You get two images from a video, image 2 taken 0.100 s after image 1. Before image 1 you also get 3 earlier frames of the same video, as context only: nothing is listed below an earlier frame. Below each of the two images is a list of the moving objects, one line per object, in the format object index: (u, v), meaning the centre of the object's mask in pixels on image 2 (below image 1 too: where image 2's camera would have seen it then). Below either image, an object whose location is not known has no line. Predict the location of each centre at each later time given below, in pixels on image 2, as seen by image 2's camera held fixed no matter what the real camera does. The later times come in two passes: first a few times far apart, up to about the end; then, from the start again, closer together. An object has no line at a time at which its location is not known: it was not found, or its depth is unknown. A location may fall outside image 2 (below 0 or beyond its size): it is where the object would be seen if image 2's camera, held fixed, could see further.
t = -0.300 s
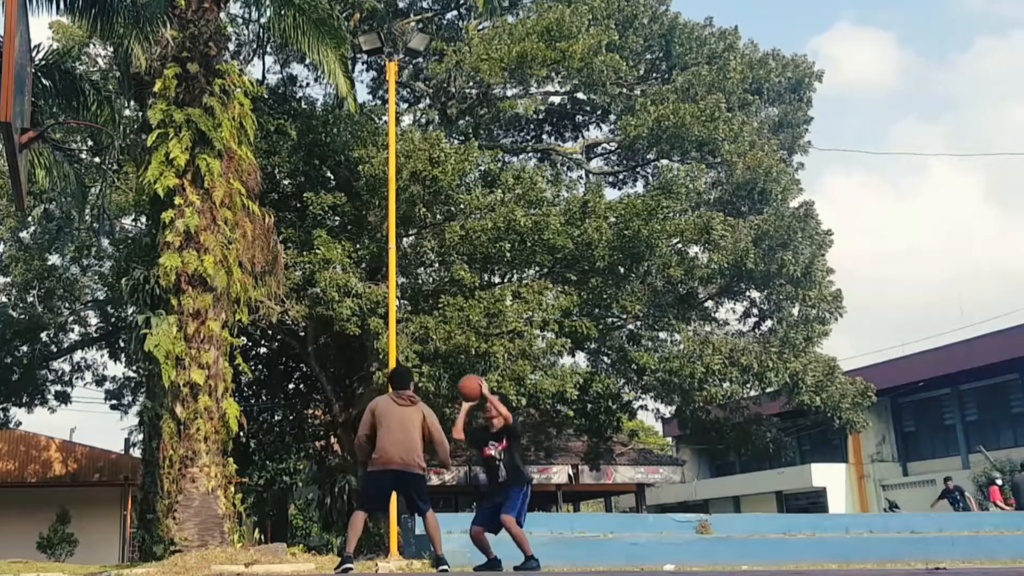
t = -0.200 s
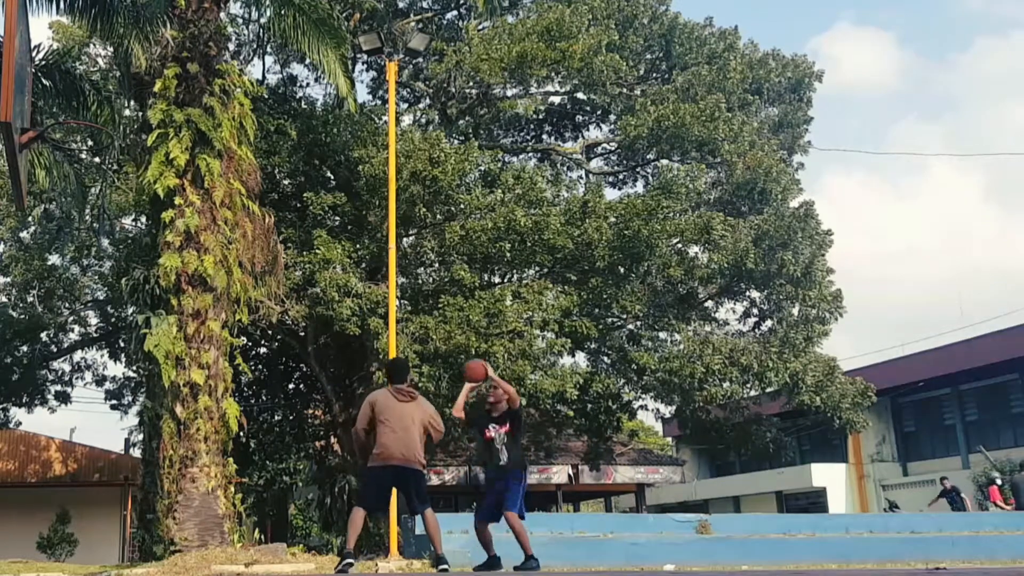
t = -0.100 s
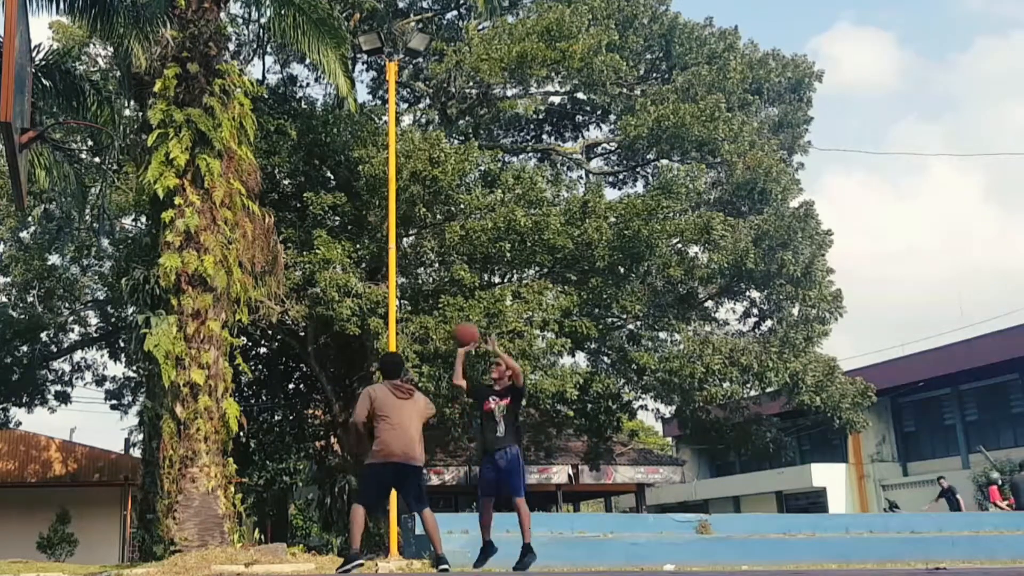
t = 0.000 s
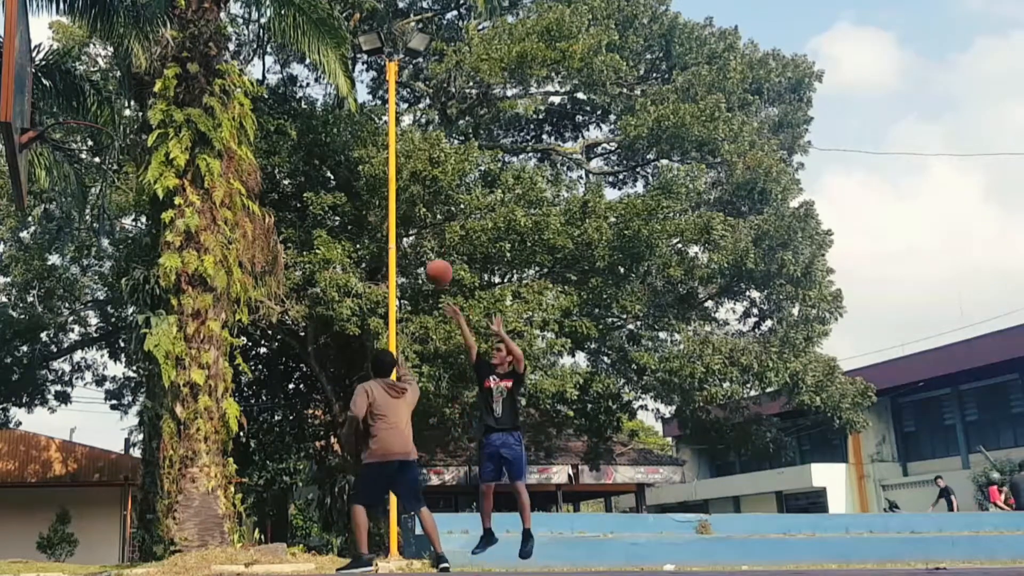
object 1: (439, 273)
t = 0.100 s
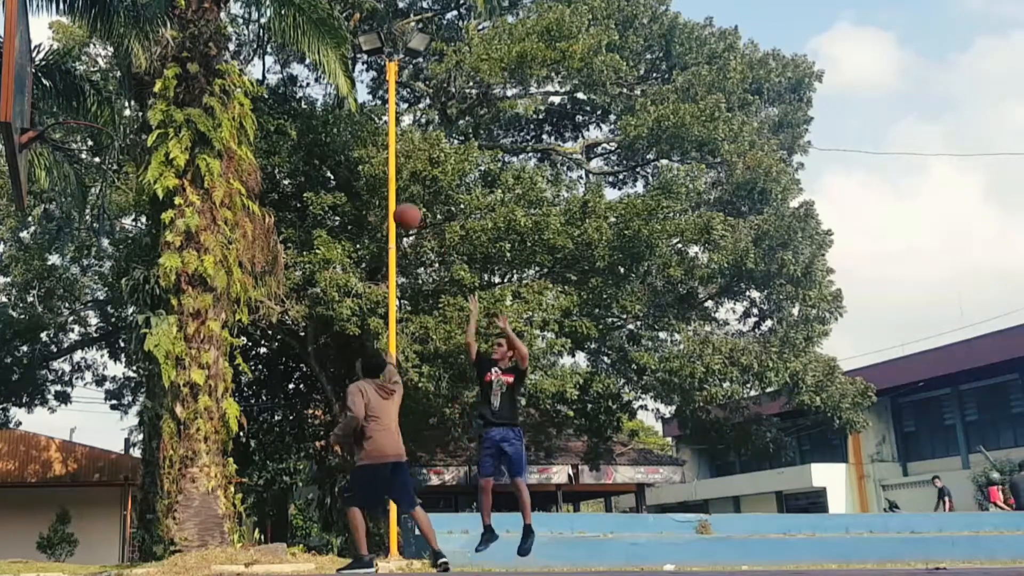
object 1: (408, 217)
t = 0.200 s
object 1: (377, 167)
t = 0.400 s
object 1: (311, 104)
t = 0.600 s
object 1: (243, 78)
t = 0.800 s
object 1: (170, 97)
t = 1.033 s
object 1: (148, 144)
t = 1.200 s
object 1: (196, 175)
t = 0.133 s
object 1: (397, 200)
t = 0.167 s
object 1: (387, 184)
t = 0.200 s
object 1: (377, 167)
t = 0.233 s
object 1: (364, 155)
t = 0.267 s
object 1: (354, 142)
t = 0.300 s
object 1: (345, 131)
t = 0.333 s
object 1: (334, 121)
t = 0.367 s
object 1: (323, 112)
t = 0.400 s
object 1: (311, 104)
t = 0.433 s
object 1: (301, 96)
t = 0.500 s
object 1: (278, 86)
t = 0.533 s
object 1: (267, 82)
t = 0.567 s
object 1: (255, 80)
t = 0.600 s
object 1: (243, 78)
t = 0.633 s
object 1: (232, 78)
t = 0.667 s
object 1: (220, 79)
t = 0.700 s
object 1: (208, 81)
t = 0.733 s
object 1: (195, 86)
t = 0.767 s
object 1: (184, 91)
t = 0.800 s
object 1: (170, 97)
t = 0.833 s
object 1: (156, 106)
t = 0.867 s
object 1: (144, 115)
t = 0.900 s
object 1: (130, 128)
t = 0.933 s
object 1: (118, 141)
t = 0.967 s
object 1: (127, 141)
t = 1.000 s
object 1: (137, 141)
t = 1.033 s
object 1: (148, 144)
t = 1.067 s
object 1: (158, 148)
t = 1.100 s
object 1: (167, 153)
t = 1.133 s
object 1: (178, 160)
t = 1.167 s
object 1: (187, 167)
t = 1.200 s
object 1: (196, 175)
